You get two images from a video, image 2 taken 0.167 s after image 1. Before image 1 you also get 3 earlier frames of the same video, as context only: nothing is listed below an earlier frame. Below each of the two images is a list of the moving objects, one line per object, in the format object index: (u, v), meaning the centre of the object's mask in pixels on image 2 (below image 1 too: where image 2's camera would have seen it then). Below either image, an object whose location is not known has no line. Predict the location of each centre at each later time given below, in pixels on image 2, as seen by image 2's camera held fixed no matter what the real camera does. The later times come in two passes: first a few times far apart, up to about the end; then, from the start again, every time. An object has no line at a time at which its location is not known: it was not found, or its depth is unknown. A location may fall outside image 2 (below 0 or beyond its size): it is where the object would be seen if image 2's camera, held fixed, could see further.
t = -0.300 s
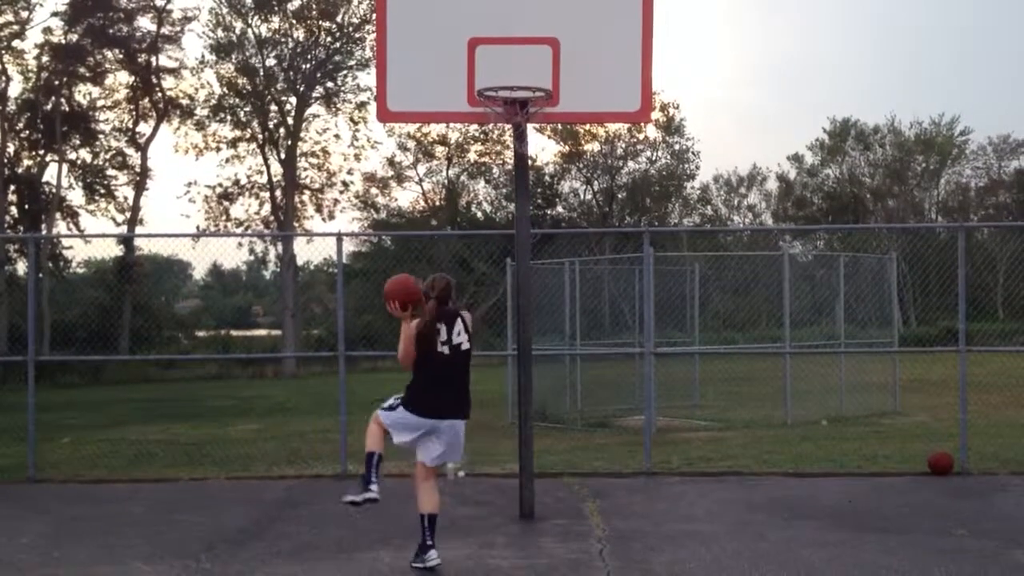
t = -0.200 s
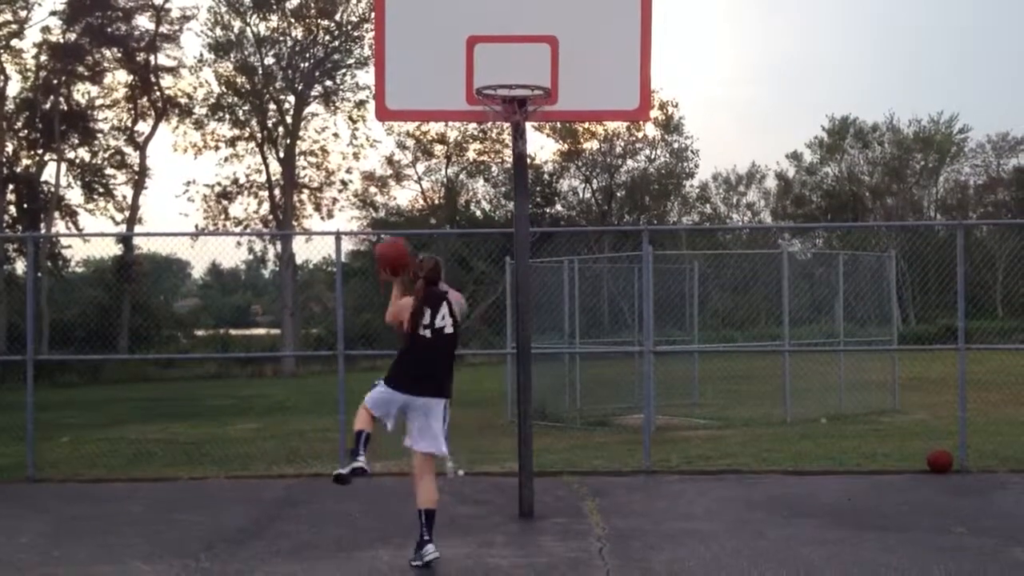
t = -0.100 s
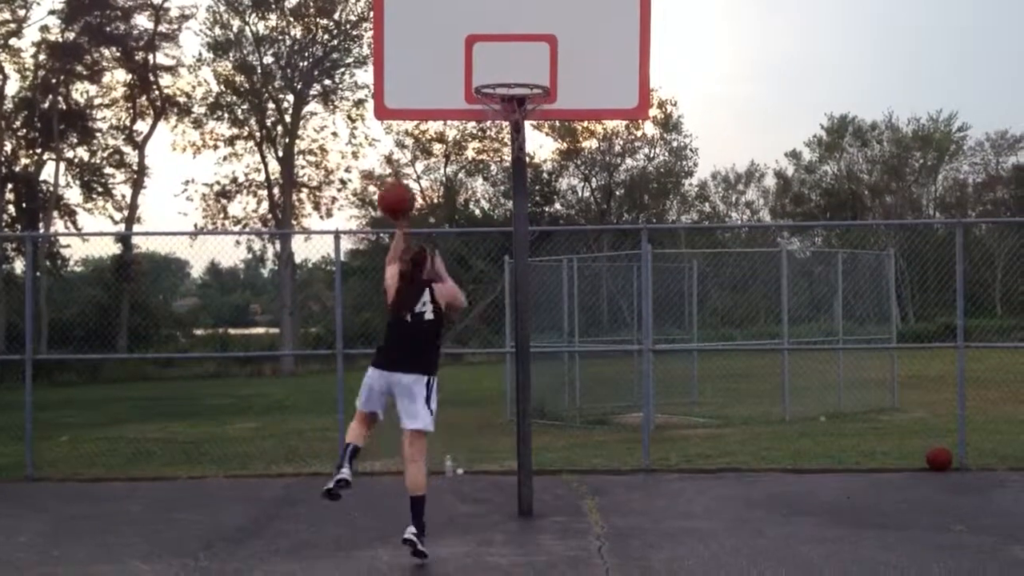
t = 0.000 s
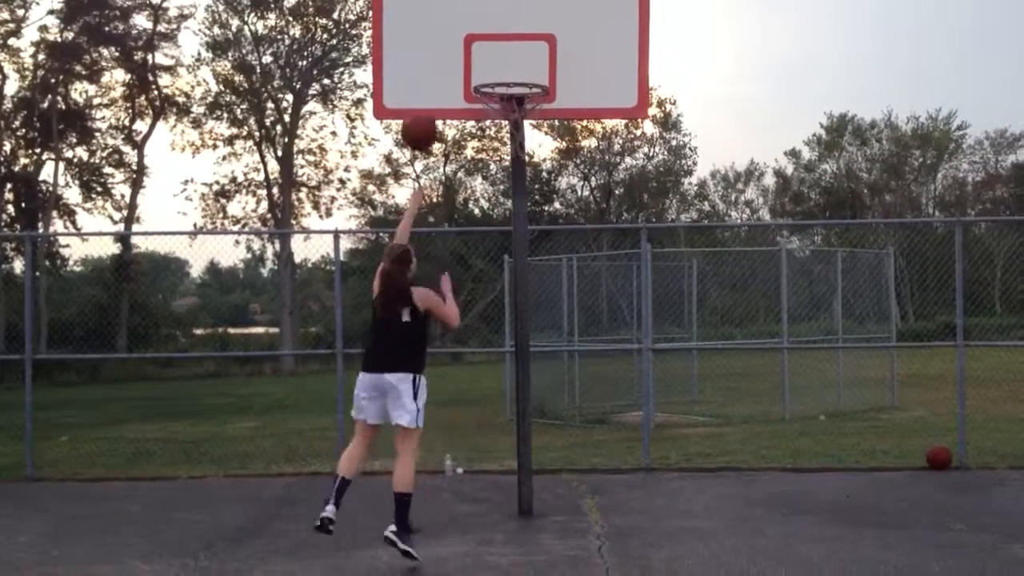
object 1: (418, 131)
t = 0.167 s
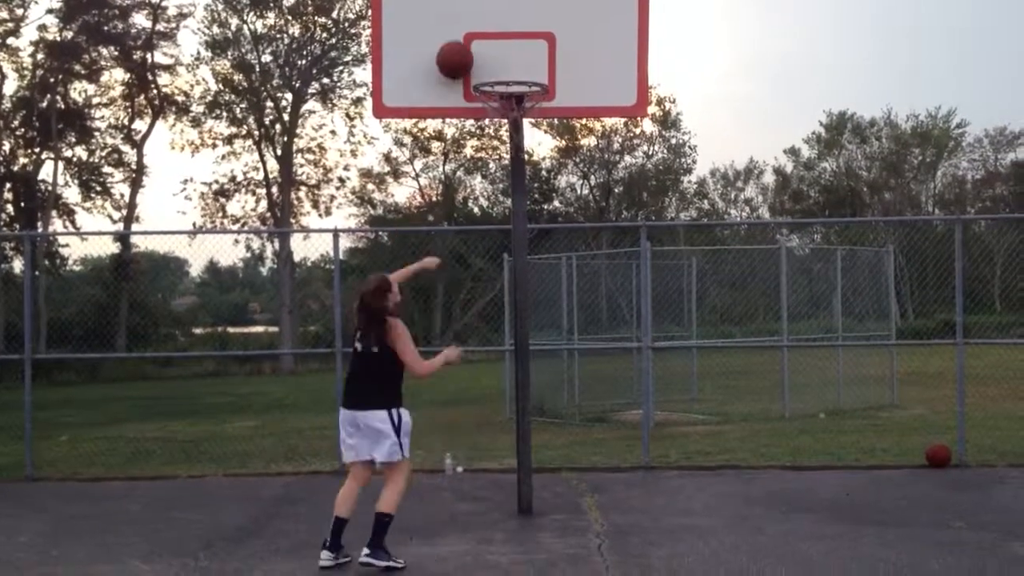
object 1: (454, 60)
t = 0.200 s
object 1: (458, 55)
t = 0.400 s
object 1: (481, 63)
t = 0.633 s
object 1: (499, 61)
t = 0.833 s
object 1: (515, 110)
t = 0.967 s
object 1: (522, 161)
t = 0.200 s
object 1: (458, 55)
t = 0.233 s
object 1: (461, 52)
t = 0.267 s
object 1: (465, 52)
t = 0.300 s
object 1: (469, 52)
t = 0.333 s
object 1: (473, 55)
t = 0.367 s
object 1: (477, 59)
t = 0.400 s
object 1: (481, 63)
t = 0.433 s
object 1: (485, 68)
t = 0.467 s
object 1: (486, 66)
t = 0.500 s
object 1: (489, 62)
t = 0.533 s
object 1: (492, 60)
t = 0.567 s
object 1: (494, 59)
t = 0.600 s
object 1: (496, 59)
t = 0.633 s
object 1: (499, 61)
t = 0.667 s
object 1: (502, 64)
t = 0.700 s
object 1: (504, 67)
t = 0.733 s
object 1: (507, 71)
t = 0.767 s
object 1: (511, 85)
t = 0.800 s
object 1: (511, 97)
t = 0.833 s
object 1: (515, 110)
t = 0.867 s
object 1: (518, 120)
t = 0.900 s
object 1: (519, 136)
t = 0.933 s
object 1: (520, 147)
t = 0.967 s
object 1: (522, 161)
